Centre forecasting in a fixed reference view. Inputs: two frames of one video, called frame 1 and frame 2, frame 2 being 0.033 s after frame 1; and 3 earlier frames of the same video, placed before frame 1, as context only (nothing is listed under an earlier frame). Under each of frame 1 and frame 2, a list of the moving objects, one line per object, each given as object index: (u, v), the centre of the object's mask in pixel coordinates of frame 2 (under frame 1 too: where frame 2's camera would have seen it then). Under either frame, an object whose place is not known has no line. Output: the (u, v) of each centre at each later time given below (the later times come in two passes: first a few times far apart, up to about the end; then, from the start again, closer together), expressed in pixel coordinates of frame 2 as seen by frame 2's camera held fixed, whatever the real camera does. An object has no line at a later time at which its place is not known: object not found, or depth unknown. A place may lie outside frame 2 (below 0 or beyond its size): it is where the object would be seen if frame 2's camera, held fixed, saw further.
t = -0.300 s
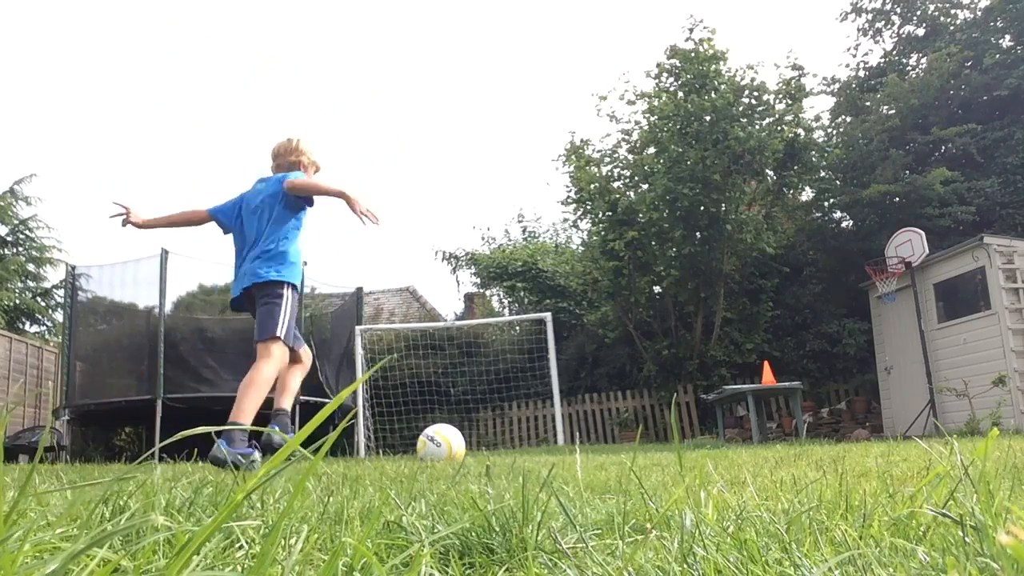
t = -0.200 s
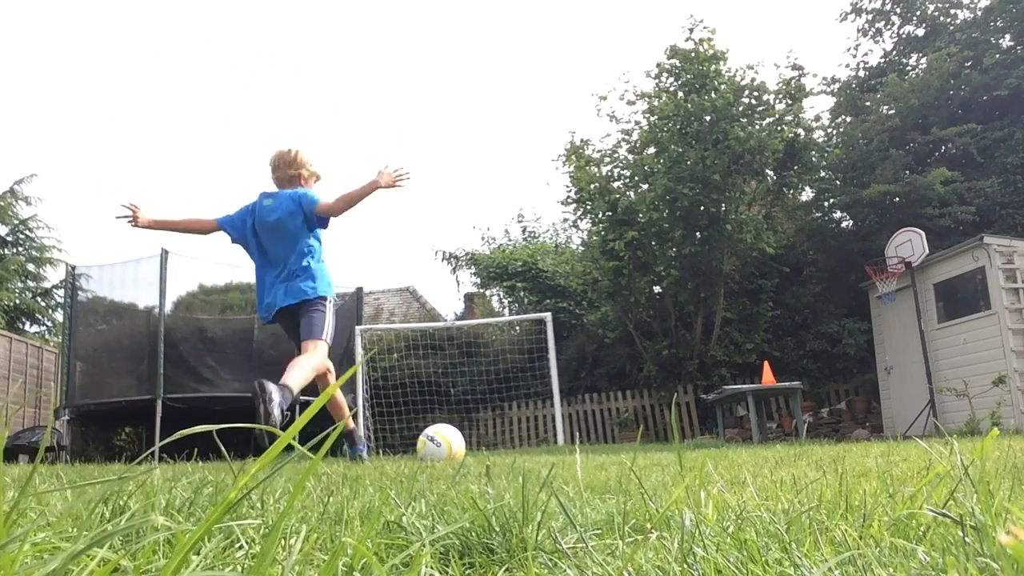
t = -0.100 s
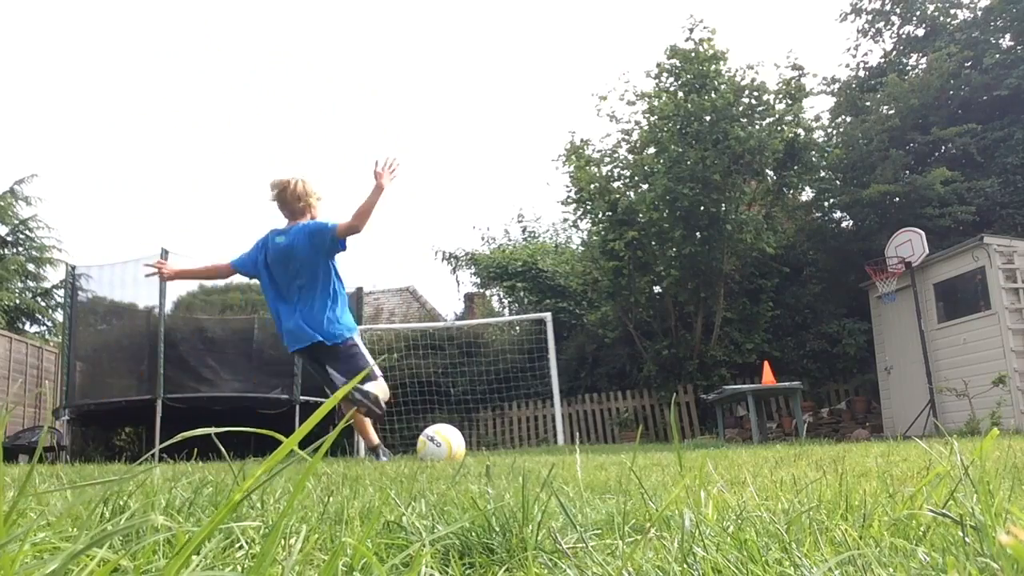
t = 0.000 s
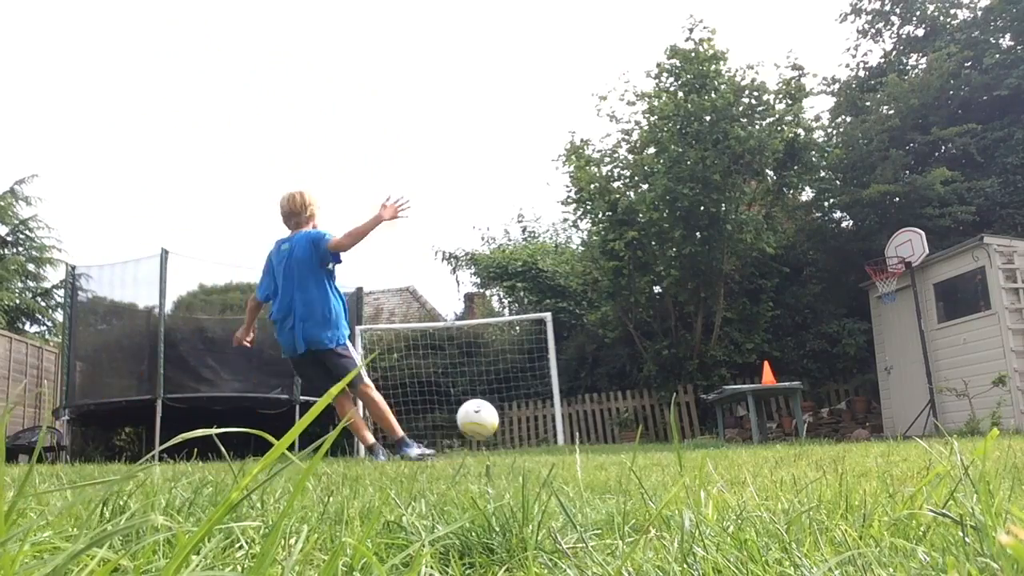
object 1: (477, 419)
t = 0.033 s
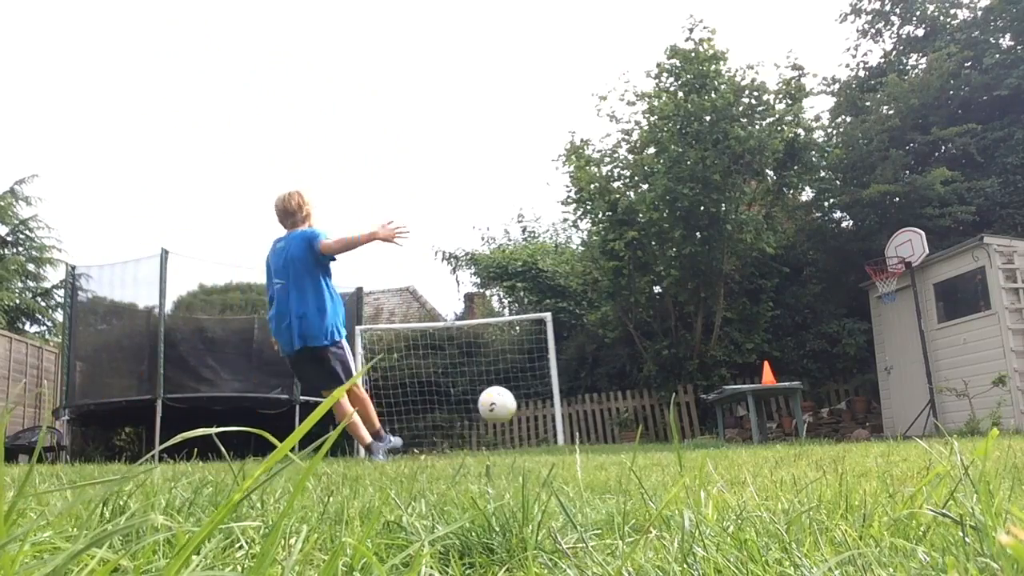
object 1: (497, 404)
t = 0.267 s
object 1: (577, 369)
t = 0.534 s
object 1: (620, 388)
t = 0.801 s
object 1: (594, 435)
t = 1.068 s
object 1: (583, 419)
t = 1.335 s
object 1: (611, 409)
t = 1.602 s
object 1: (637, 441)
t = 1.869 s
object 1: (631, 431)
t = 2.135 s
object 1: (625, 439)
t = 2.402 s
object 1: (613, 440)
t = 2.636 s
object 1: (601, 439)
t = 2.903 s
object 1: (591, 439)
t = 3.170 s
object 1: (581, 439)
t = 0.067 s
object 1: (513, 393)
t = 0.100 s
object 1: (528, 385)
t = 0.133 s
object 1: (540, 378)
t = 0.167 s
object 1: (551, 374)
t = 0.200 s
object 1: (560, 371)
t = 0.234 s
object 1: (569, 369)
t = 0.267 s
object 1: (577, 369)
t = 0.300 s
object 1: (584, 369)
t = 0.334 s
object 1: (590, 370)
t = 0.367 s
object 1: (596, 372)
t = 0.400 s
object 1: (601, 374)
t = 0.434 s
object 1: (606, 377)
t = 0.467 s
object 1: (611, 381)
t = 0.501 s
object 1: (616, 384)
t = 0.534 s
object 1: (620, 388)
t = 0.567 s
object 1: (623, 393)
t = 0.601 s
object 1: (627, 398)
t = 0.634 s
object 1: (628, 403)
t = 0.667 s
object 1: (622, 408)
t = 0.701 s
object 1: (614, 414)
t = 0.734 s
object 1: (609, 420)
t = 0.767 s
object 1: (601, 427)
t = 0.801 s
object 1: (594, 435)
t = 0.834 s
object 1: (586, 442)
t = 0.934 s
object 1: (570, 441)
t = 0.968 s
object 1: (573, 436)
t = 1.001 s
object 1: (576, 430)
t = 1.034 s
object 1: (579, 424)
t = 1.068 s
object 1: (583, 419)
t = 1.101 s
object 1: (586, 415)
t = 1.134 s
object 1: (589, 411)
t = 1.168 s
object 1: (593, 409)
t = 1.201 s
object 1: (596, 407)
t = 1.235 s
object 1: (600, 406)
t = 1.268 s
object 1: (603, 406)
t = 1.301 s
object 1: (607, 407)
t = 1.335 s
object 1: (611, 409)
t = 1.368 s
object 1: (614, 412)
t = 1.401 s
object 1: (618, 416)
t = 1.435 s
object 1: (622, 420)
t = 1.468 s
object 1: (626, 426)
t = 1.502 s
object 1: (629, 432)
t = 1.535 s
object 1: (634, 438)
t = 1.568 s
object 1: (638, 443)
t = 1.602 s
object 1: (637, 441)
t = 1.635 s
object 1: (637, 437)
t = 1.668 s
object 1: (636, 434)
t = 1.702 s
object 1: (635, 432)
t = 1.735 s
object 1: (634, 430)
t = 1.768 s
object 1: (633, 429)
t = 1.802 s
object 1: (633, 429)
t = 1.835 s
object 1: (632, 429)
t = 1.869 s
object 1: (631, 431)
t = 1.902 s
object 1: (631, 433)
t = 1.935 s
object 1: (630, 436)
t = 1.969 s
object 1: (630, 439)
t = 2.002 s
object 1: (629, 441)
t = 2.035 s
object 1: (628, 440)
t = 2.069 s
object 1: (626, 439)
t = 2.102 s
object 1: (626, 438)
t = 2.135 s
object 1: (625, 439)
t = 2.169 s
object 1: (624, 440)
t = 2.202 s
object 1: (623, 441)
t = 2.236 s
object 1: (621, 441)
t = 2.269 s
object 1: (620, 440)
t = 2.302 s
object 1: (618, 440)
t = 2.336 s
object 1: (617, 440)
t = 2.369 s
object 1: (615, 440)
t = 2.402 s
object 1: (613, 440)
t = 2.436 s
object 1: (612, 440)
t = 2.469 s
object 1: (610, 440)
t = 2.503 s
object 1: (608, 440)
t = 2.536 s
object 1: (606, 440)
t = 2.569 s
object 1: (605, 439)
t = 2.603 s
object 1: (603, 439)
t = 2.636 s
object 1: (601, 439)
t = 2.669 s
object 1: (600, 439)
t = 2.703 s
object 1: (598, 440)
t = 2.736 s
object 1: (597, 439)
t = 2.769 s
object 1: (596, 439)
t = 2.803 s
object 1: (594, 440)
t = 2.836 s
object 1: (593, 440)
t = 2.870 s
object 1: (592, 439)
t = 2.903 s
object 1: (591, 439)
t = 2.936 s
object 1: (589, 439)
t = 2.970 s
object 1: (588, 438)
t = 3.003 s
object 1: (587, 439)
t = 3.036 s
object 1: (586, 439)
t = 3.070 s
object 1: (585, 439)
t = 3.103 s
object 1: (584, 439)
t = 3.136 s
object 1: (583, 439)
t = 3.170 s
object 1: (581, 439)
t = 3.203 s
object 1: (580, 439)
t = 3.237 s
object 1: (579, 439)
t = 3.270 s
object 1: (578, 439)
